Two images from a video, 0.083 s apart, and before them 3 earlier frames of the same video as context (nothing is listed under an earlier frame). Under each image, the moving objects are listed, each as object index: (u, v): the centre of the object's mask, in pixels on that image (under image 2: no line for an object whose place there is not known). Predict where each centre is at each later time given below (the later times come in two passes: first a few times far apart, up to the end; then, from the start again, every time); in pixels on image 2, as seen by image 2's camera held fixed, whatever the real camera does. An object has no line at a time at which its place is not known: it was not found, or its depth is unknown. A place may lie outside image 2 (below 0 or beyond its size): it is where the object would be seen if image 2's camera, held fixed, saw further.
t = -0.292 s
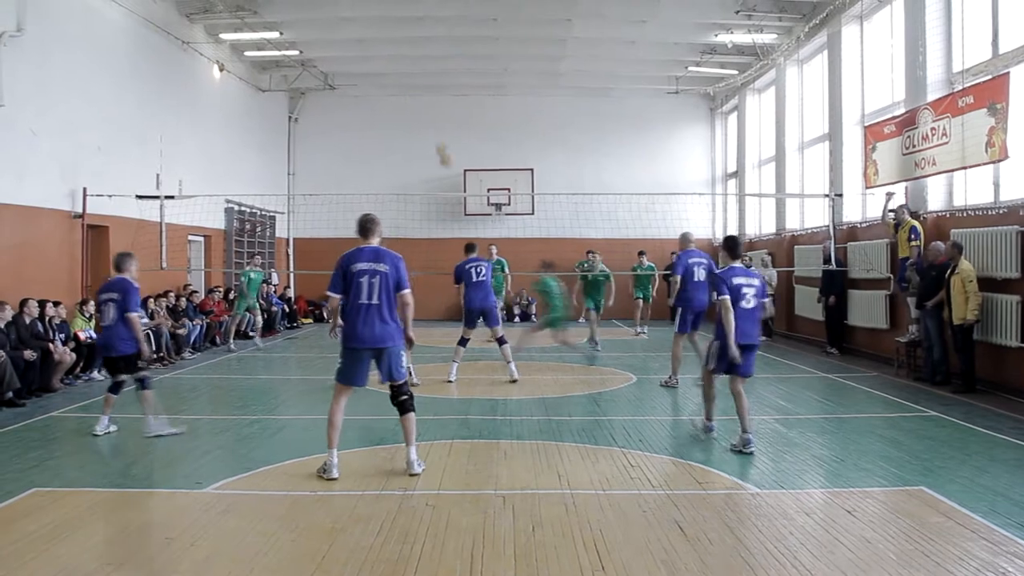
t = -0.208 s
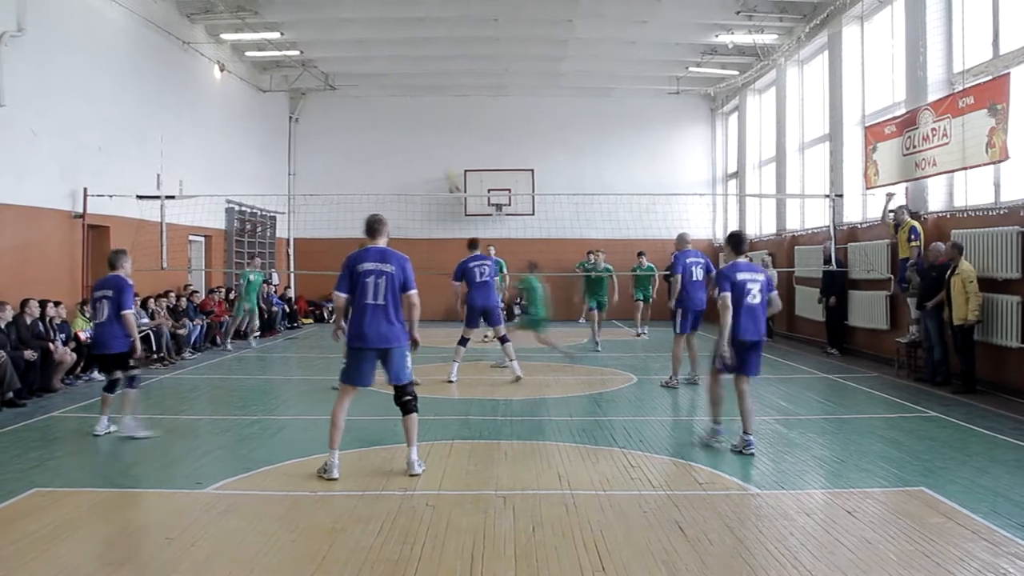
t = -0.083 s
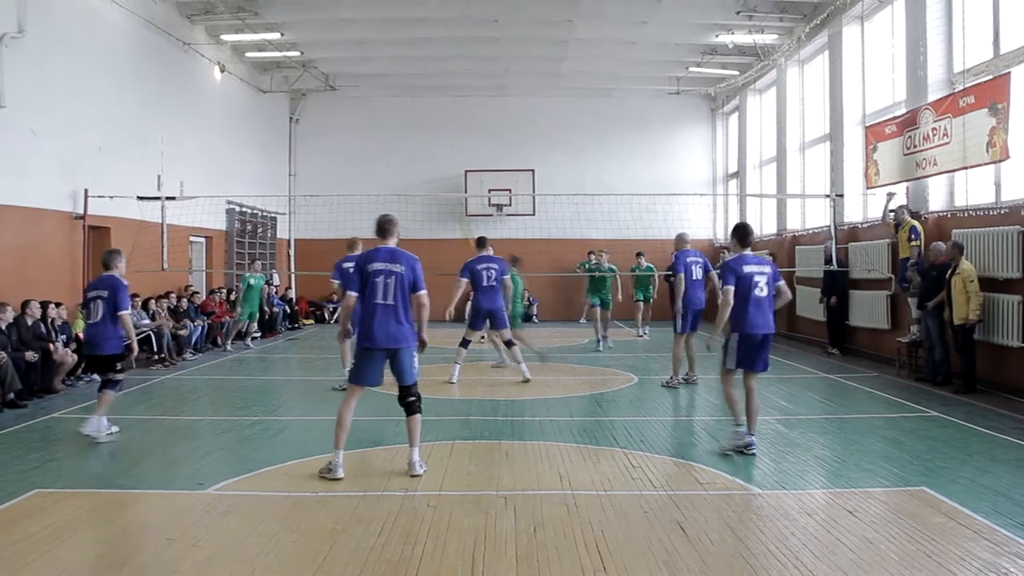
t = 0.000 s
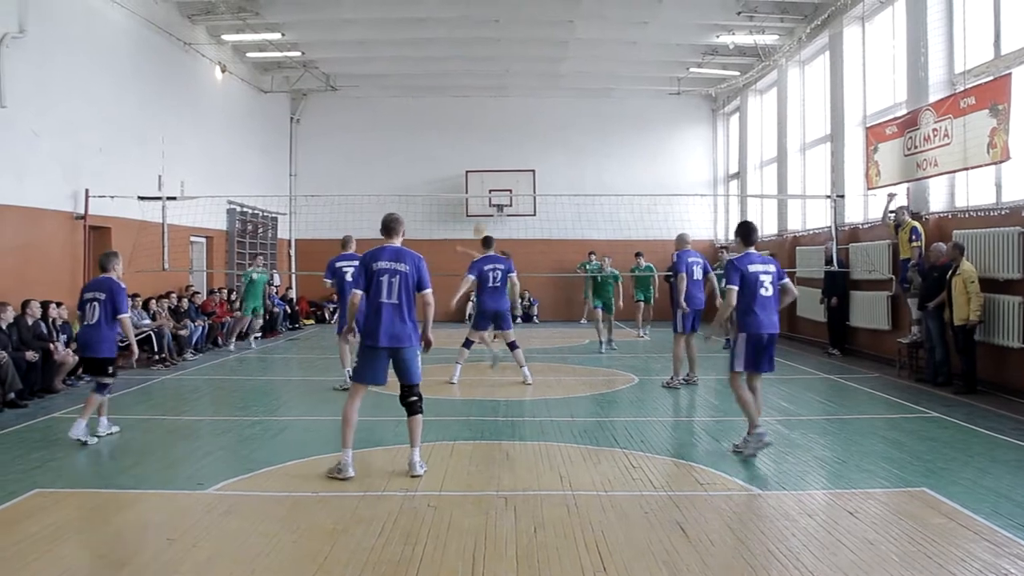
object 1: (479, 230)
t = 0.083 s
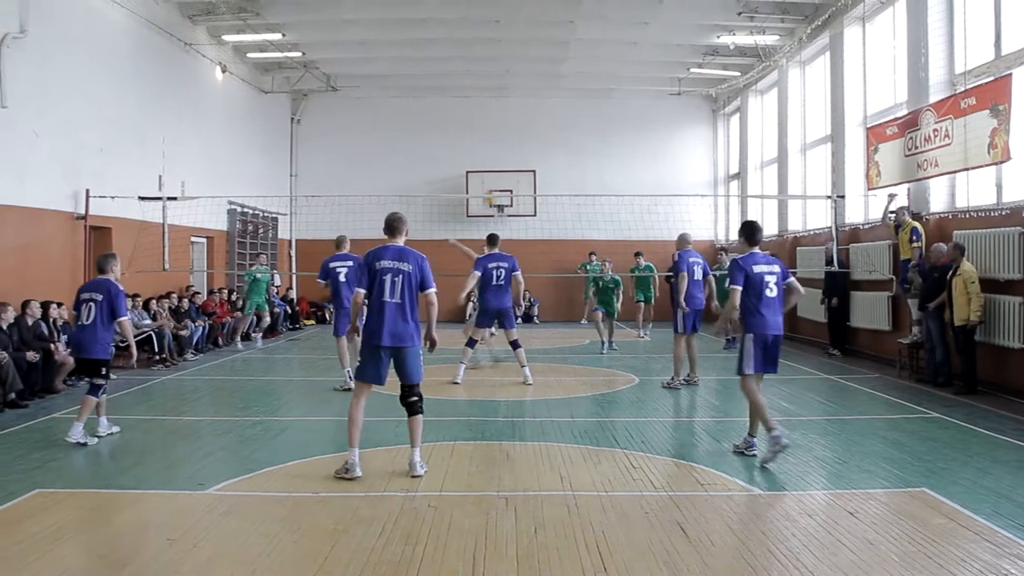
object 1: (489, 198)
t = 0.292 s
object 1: (518, 130)
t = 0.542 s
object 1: (551, 89)
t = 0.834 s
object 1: (589, 95)
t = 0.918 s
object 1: (600, 108)
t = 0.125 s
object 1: (494, 182)
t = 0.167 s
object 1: (501, 167)
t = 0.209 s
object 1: (505, 154)
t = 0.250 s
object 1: (511, 141)
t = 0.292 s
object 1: (518, 130)
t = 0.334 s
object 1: (523, 120)
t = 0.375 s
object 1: (528, 112)
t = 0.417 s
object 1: (534, 104)
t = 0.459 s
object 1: (539, 98)
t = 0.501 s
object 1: (545, 93)
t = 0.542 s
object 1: (551, 89)
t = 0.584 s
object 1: (555, 86)
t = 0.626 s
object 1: (561, 85)
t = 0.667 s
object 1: (567, 84)
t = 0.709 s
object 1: (572, 86)
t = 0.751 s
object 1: (578, 87)
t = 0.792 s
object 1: (584, 91)
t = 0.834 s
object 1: (589, 95)
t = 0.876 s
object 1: (595, 101)
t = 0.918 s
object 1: (600, 108)
